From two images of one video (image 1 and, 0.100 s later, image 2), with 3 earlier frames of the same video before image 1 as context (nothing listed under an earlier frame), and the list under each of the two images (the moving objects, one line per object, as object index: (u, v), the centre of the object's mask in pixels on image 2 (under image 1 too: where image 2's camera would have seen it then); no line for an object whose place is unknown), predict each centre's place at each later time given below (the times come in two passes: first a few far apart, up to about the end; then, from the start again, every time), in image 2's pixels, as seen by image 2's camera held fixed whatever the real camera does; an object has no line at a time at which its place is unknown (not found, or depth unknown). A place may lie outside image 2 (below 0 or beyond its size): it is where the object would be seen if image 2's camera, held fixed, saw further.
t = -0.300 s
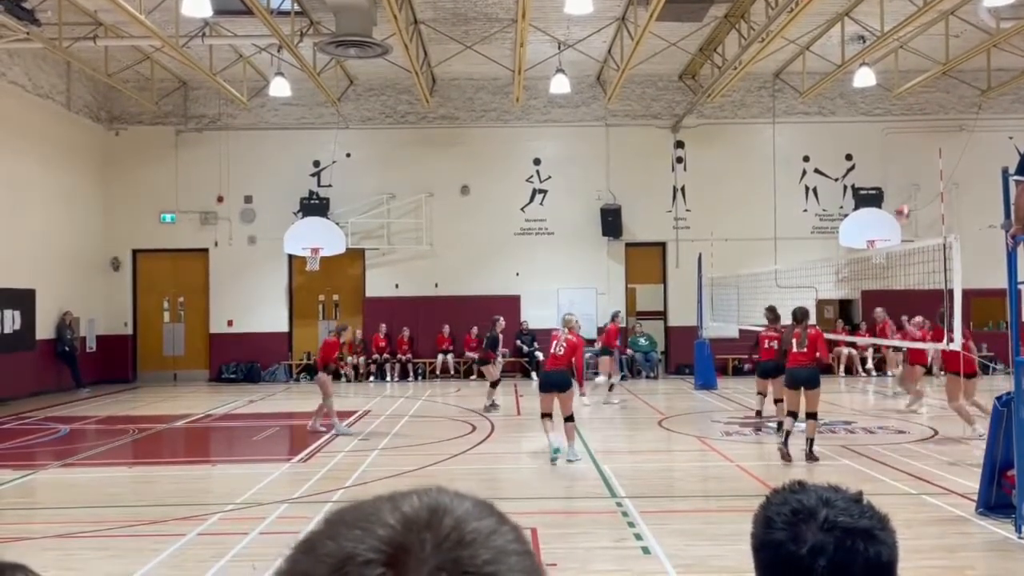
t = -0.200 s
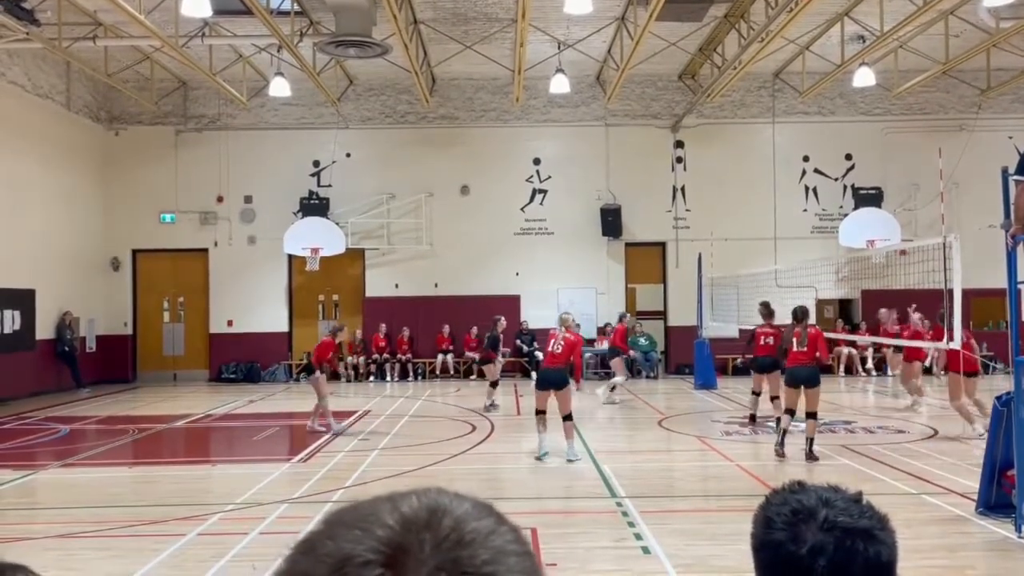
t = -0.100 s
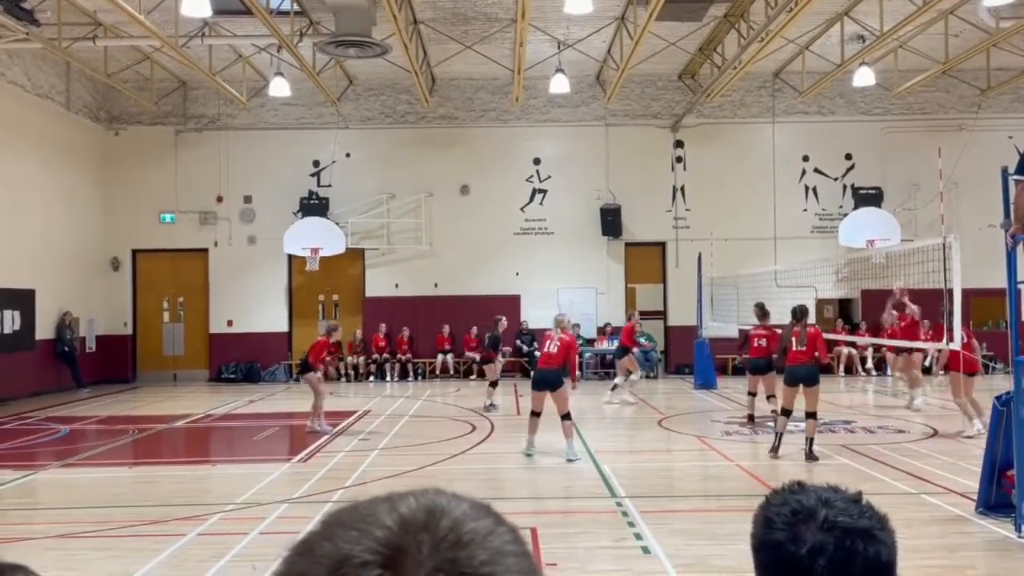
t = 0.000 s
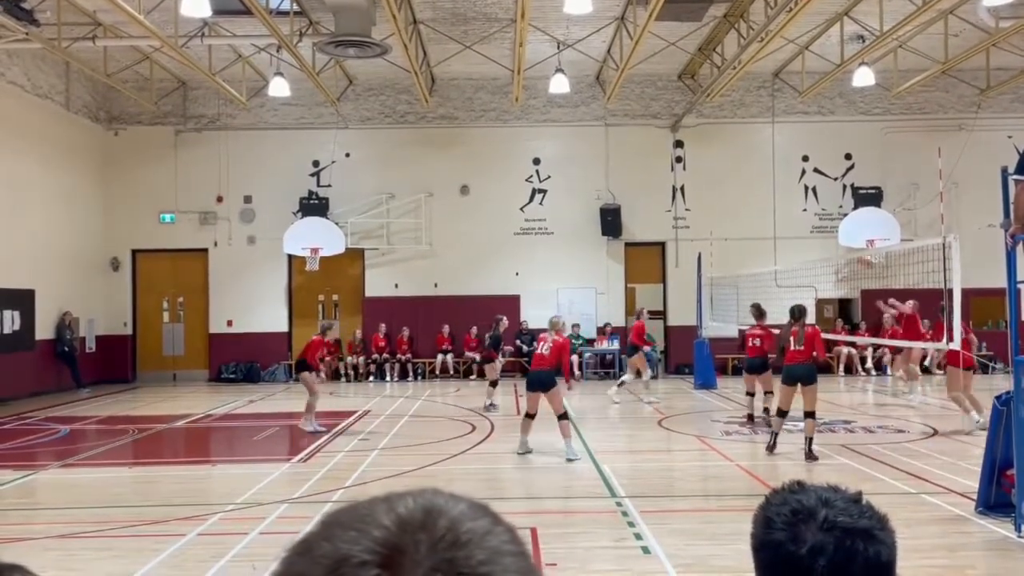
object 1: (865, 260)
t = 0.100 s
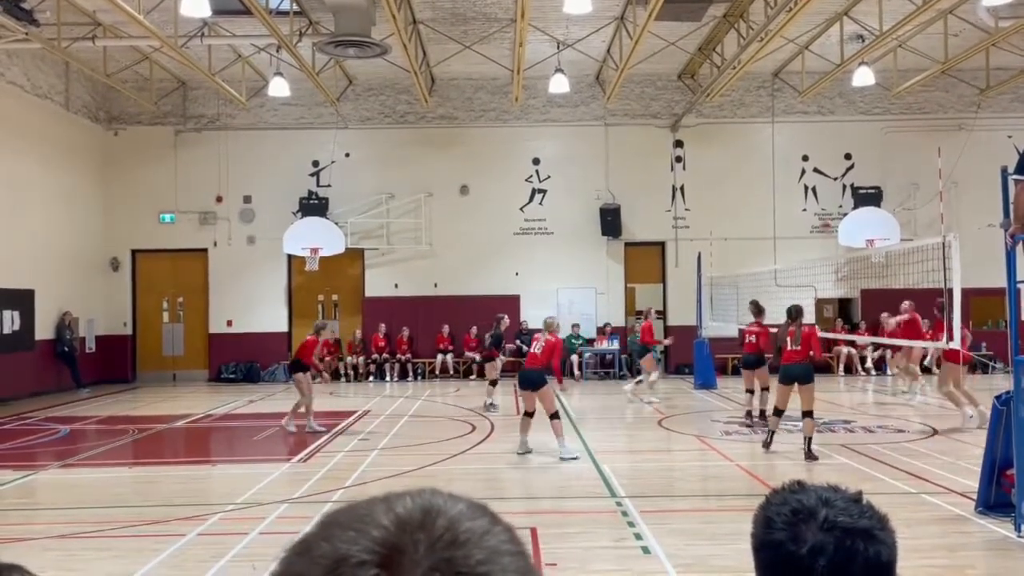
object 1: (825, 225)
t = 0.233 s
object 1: (776, 193)
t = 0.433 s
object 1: (700, 164)
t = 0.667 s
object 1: (612, 164)
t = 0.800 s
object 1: (563, 179)
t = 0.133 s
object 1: (813, 217)
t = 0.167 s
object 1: (801, 209)
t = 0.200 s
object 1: (789, 201)
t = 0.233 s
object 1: (776, 193)
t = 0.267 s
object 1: (764, 186)
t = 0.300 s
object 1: (751, 180)
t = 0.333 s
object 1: (738, 175)
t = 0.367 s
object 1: (725, 171)
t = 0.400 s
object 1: (713, 167)
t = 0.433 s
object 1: (700, 164)
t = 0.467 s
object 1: (688, 160)
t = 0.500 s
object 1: (675, 159)
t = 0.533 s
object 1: (664, 159)
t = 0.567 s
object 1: (651, 159)
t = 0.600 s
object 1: (639, 160)
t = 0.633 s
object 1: (626, 162)
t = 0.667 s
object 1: (612, 164)
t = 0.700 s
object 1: (601, 165)
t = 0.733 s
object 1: (588, 170)
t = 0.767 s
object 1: (576, 174)
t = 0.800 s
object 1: (563, 179)
